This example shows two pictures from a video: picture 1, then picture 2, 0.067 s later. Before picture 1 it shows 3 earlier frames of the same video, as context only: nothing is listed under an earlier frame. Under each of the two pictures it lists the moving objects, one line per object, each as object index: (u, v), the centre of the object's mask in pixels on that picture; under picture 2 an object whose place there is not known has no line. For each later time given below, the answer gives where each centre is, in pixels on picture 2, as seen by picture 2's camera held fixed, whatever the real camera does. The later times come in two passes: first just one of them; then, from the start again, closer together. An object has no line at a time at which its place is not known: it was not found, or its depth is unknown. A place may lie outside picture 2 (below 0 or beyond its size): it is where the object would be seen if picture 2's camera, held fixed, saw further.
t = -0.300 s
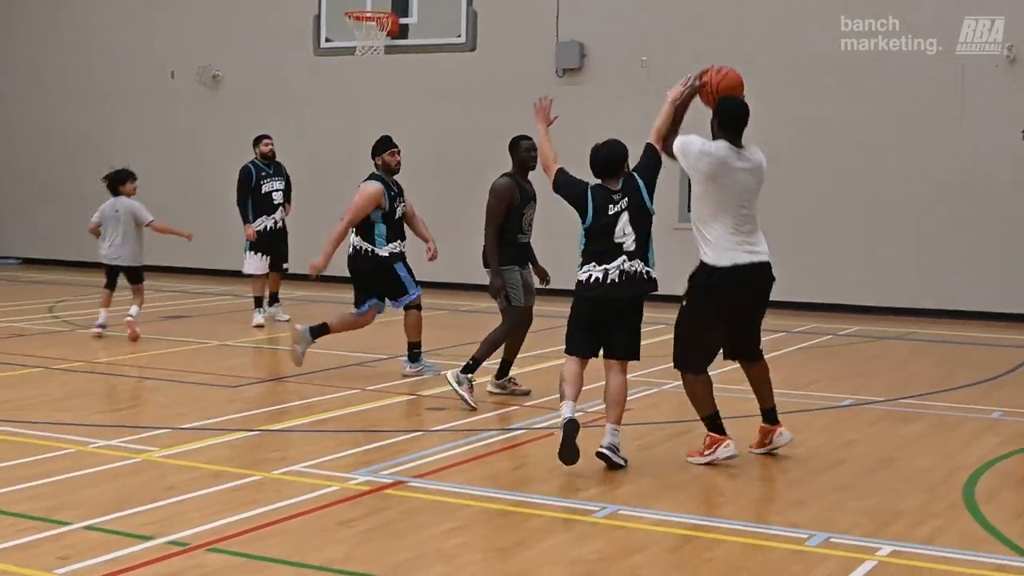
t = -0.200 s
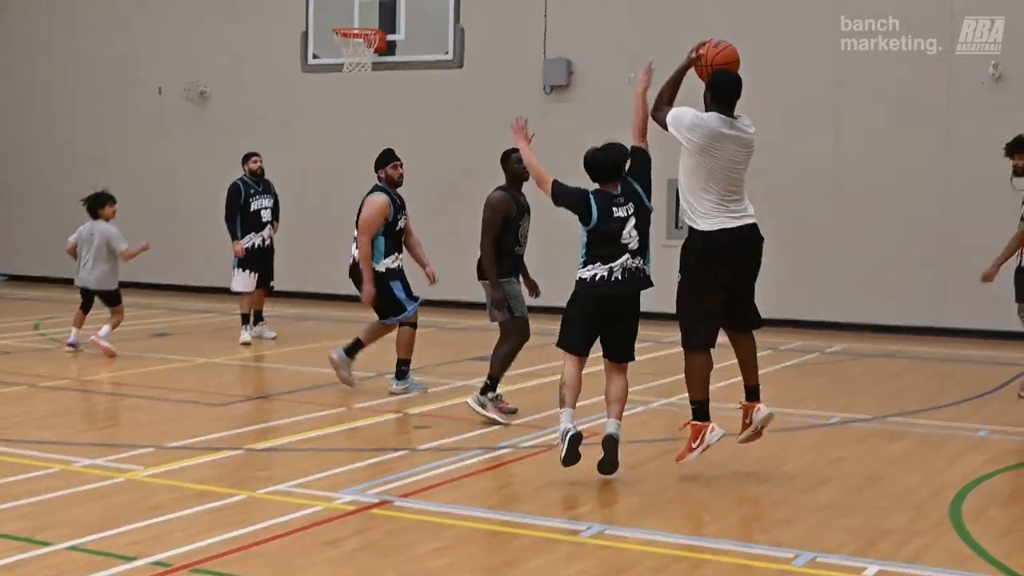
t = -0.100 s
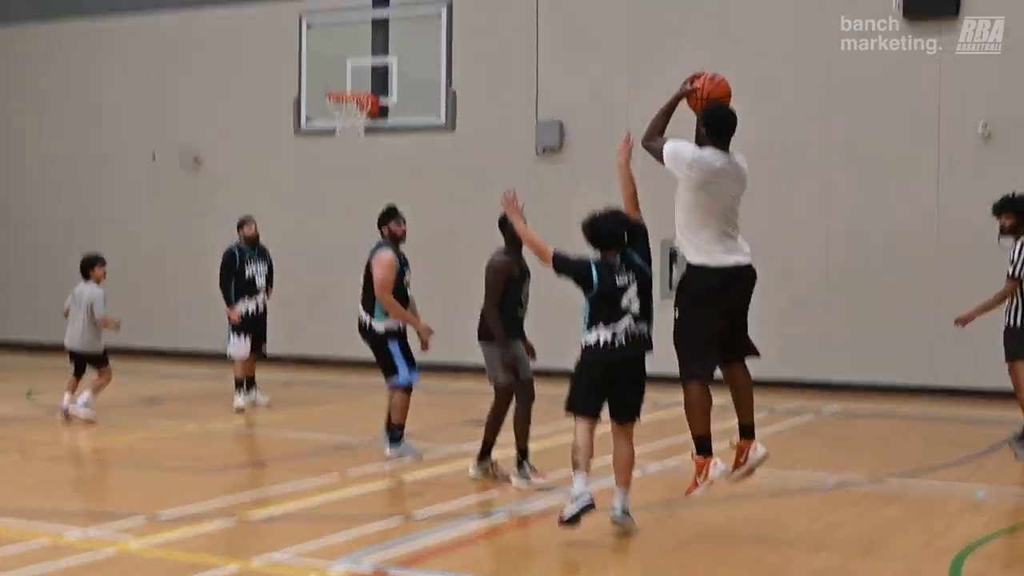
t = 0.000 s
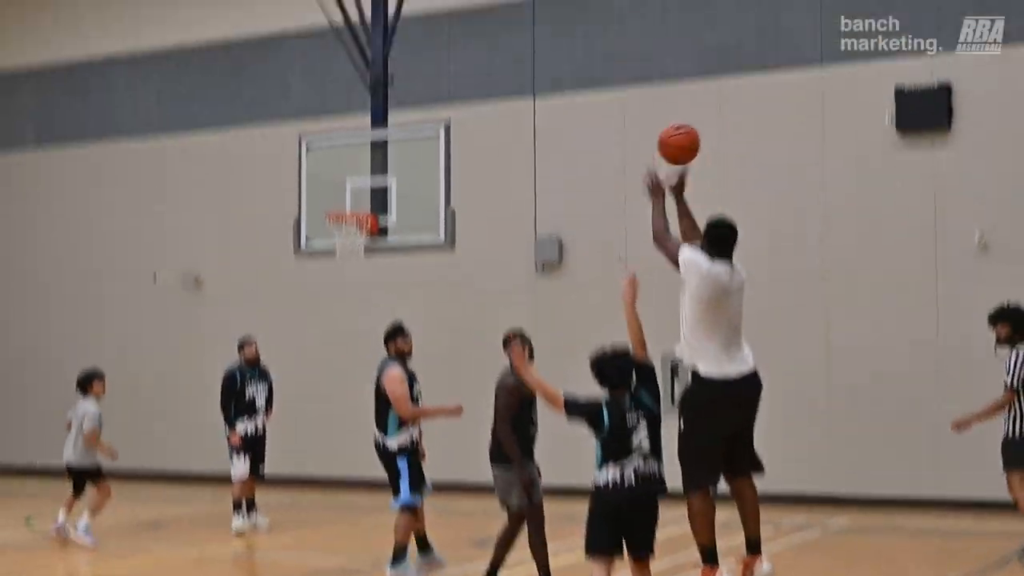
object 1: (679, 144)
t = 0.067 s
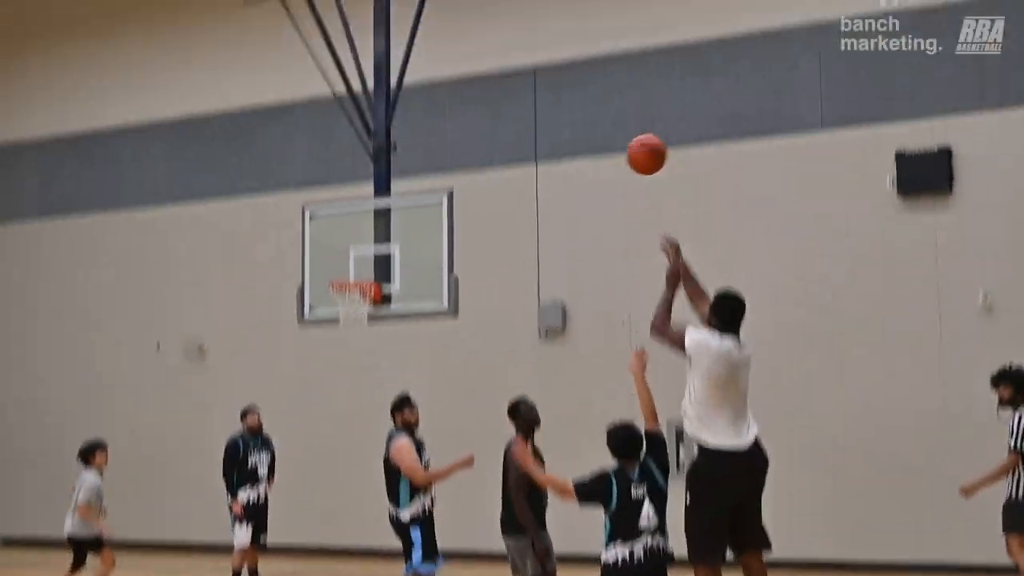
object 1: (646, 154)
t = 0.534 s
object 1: (483, 34)
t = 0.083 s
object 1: (638, 141)
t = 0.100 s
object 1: (630, 131)
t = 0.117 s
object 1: (623, 120)
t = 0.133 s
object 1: (615, 111)
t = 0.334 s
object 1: (539, 42)
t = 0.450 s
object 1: (505, 31)
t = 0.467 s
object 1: (501, 31)
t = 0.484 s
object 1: (496, 31)
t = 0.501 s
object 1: (492, 31)
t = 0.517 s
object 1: (488, 32)
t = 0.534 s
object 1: (483, 34)
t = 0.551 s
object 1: (479, 35)
